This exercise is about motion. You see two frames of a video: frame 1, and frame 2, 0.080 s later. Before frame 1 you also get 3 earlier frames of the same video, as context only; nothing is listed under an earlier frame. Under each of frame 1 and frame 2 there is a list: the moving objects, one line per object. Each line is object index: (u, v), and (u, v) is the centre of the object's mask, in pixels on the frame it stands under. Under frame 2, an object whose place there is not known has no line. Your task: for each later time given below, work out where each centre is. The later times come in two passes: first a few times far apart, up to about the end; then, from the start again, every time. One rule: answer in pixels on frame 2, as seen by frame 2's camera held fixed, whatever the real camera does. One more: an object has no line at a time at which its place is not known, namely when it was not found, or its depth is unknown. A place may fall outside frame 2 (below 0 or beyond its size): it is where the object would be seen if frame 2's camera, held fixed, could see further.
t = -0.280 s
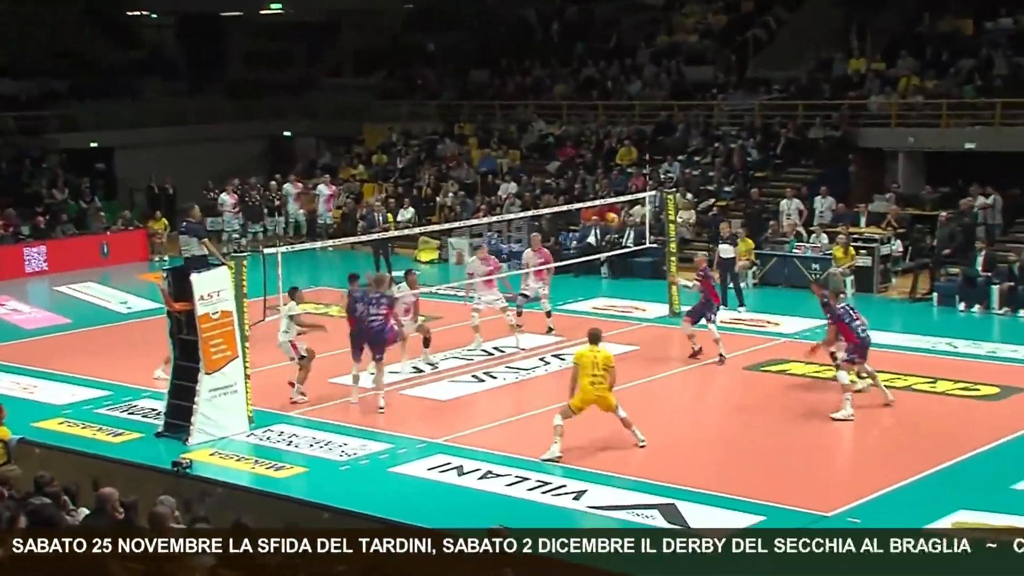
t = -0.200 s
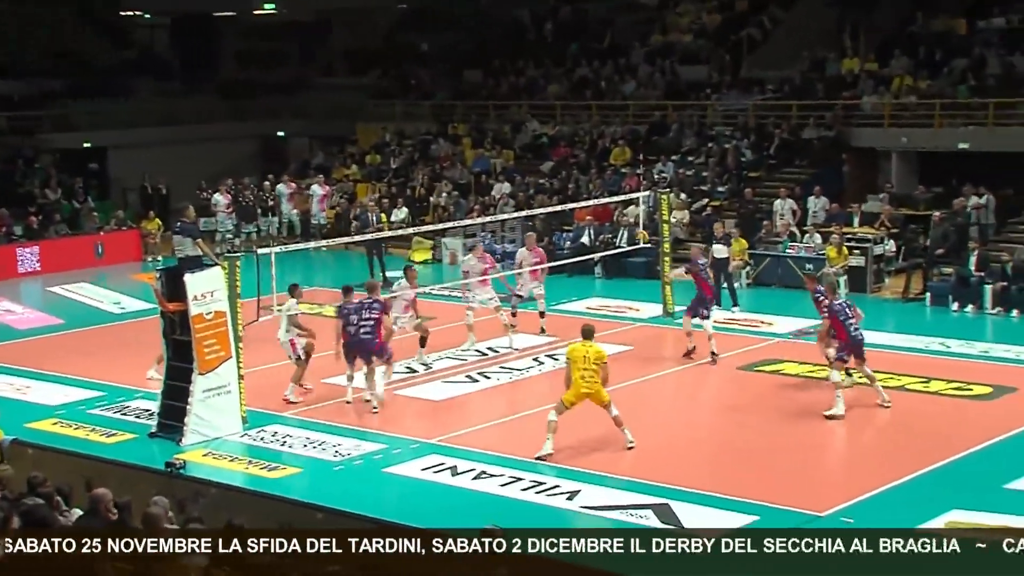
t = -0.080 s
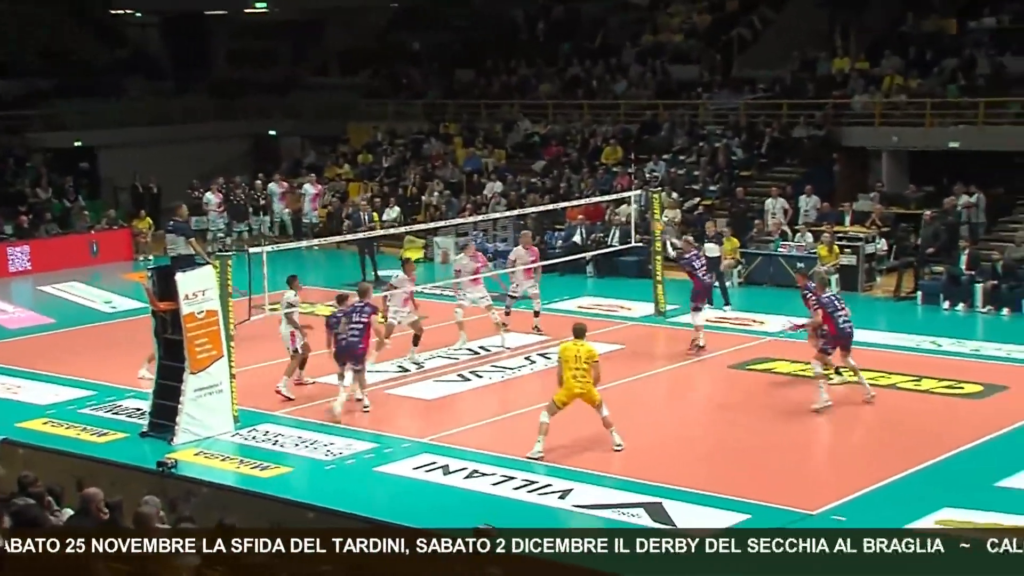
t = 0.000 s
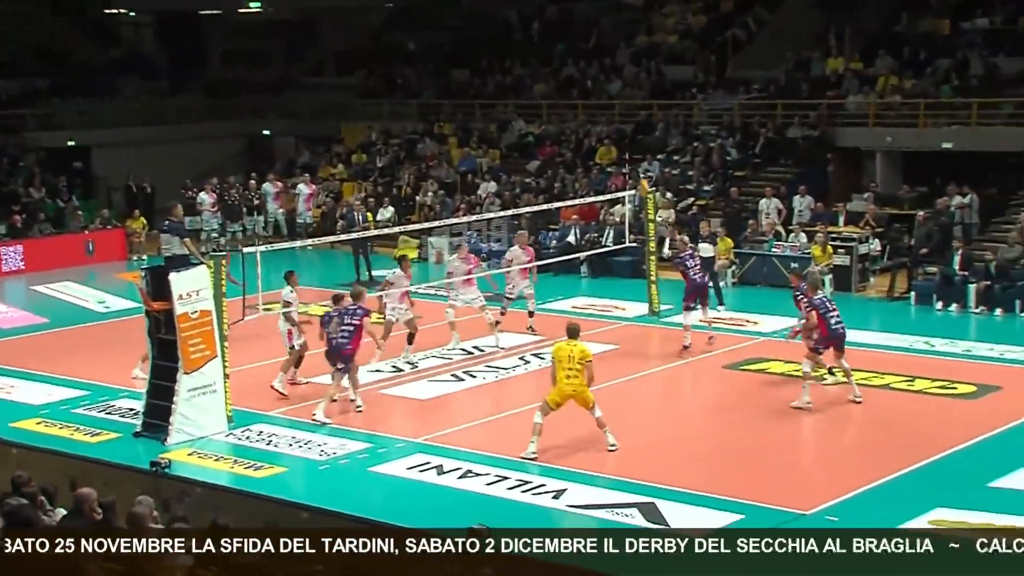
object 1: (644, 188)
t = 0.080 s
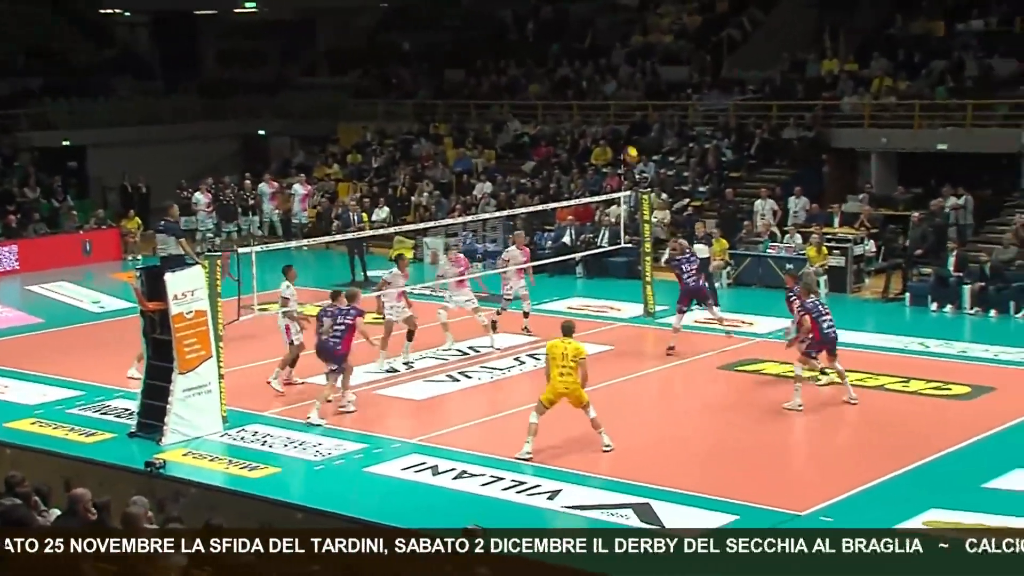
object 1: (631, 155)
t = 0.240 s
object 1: (616, 97)
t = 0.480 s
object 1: (596, 40)
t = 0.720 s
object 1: (575, 17)
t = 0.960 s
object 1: (554, 30)
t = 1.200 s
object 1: (534, 83)
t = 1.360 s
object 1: (519, 138)
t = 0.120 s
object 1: (627, 139)
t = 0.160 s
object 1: (624, 126)
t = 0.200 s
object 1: (620, 112)
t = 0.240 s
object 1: (616, 97)
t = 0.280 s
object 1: (613, 86)
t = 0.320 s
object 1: (609, 75)
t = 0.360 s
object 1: (606, 64)
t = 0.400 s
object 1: (602, 55)
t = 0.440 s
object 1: (599, 47)
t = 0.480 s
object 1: (596, 40)
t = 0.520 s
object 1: (592, 33)
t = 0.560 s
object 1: (588, 28)
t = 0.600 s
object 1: (585, 23)
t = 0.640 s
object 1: (581, 20)
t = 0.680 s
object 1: (578, 18)
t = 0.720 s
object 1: (575, 17)
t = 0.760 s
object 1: (572, 16)
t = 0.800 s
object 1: (568, 17)
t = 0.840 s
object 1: (564, 18)
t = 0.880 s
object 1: (560, 21)
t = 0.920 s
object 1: (557, 25)
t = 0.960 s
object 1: (554, 30)
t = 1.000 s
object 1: (551, 36)
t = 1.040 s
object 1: (547, 44)
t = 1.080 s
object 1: (544, 52)
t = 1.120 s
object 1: (540, 61)
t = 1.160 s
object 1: (537, 71)
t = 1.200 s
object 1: (534, 83)
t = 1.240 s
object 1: (530, 95)
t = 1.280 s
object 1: (526, 108)
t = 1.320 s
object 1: (524, 123)
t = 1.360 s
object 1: (519, 138)
